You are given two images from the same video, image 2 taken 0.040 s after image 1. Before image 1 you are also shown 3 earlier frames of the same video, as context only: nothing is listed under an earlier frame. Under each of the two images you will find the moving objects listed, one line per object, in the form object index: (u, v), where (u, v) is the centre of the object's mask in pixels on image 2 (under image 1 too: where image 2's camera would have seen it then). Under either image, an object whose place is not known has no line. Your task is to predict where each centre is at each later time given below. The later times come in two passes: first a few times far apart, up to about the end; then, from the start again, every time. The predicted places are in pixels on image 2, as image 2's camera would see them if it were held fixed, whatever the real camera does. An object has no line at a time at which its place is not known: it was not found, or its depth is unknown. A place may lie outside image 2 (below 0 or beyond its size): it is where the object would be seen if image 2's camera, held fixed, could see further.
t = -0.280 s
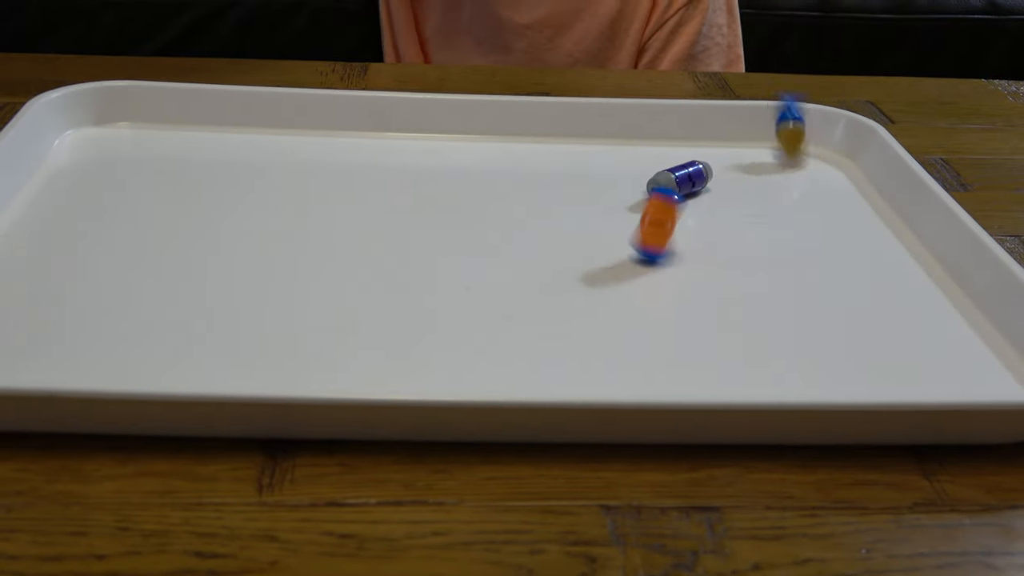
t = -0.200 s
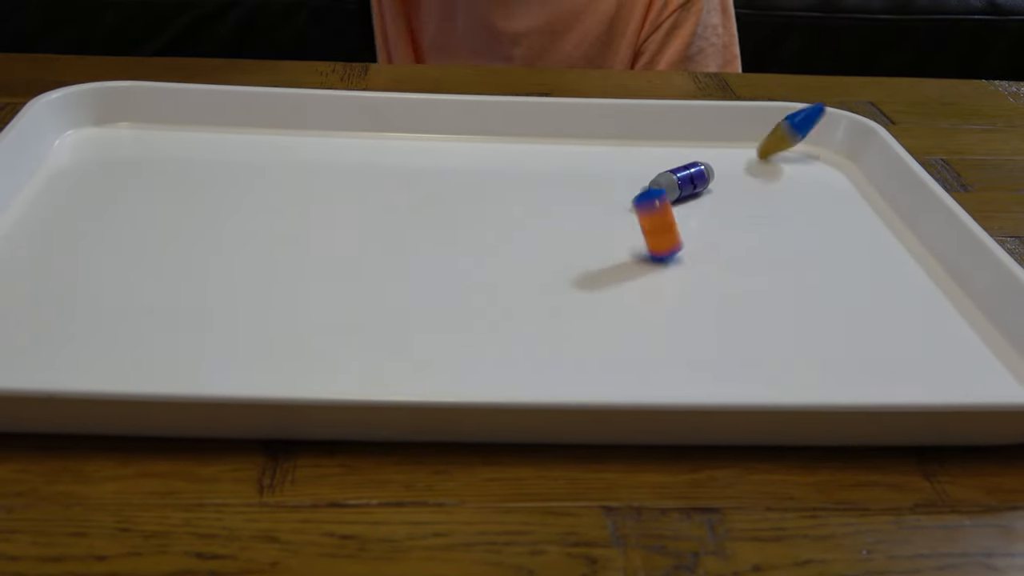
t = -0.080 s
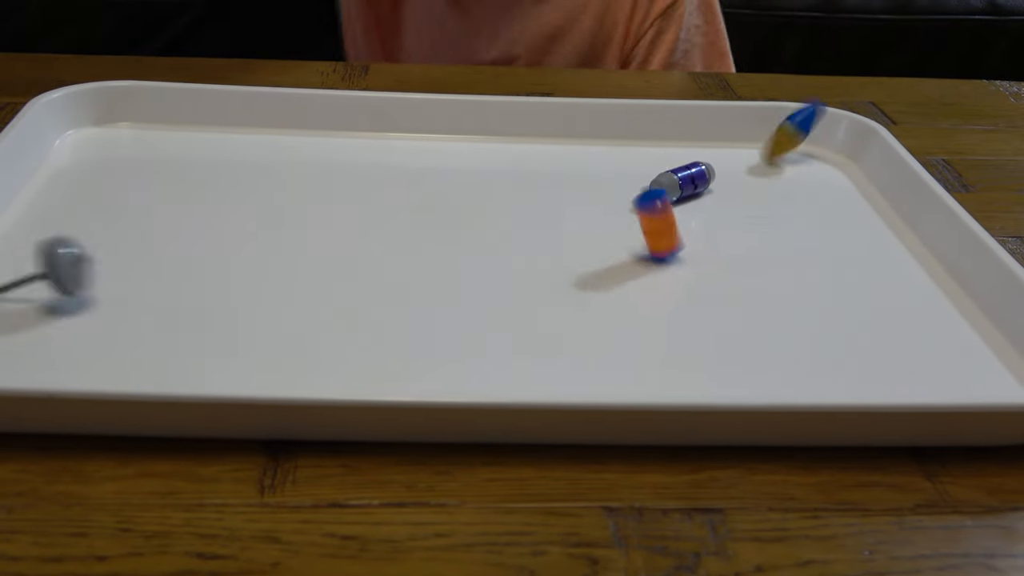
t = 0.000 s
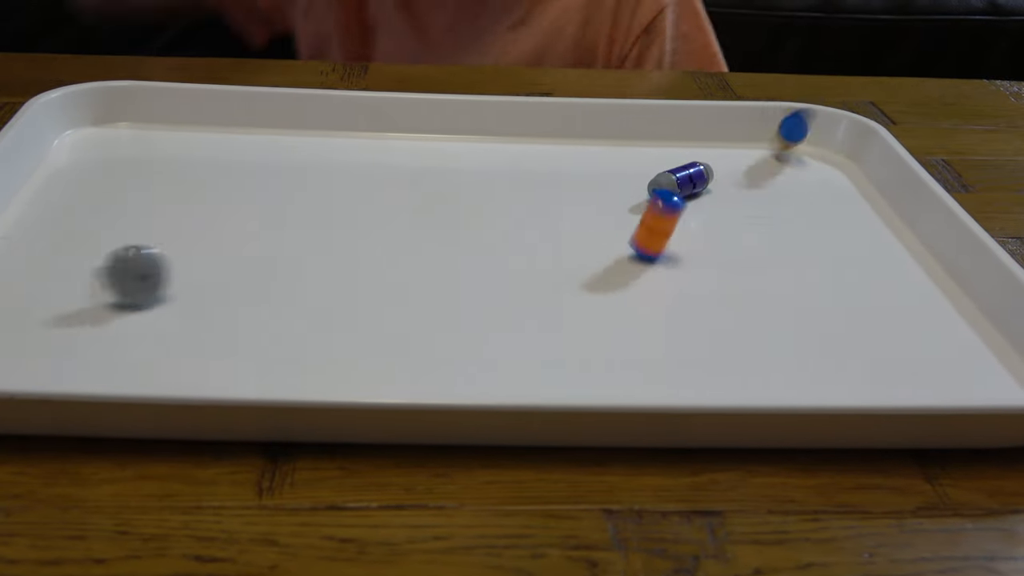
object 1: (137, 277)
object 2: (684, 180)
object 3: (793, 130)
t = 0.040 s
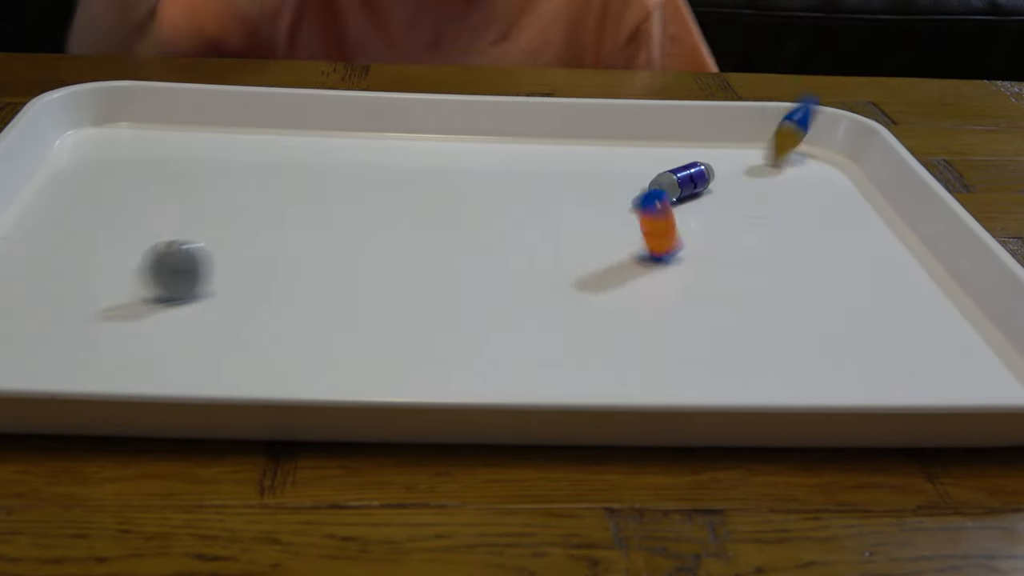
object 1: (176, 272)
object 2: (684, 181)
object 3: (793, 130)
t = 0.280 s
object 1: (578, 201)
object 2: (681, 179)
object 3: (793, 130)
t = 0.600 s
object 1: (720, 191)
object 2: (793, 164)
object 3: (803, 127)
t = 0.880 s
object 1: (809, 177)
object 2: (788, 158)
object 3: (724, 144)
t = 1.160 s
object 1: (808, 178)
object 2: (786, 158)
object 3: (614, 149)
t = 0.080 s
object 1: (227, 265)
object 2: (685, 180)
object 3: (791, 129)
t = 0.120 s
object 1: (286, 256)
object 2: (683, 179)
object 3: (792, 131)
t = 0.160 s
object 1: (354, 244)
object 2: (683, 180)
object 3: (792, 131)
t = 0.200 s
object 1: (428, 230)
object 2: (683, 180)
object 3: (791, 131)
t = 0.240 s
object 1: (501, 216)
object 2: (682, 179)
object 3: (793, 132)
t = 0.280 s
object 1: (578, 201)
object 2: (681, 179)
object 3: (793, 130)
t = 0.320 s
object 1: (631, 180)
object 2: (688, 178)
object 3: (792, 132)
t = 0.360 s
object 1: (636, 172)
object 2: (711, 174)
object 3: (794, 133)
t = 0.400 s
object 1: (635, 182)
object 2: (731, 170)
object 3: (793, 131)
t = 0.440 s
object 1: (639, 182)
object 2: (746, 167)
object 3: (792, 132)
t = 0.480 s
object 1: (649, 182)
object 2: (760, 167)
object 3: (796, 132)
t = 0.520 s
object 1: (673, 184)
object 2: (774, 166)
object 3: (794, 132)
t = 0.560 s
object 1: (696, 190)
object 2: (786, 164)
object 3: (791, 129)
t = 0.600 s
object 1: (720, 191)
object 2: (793, 164)
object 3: (803, 127)
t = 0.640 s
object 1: (741, 189)
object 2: (795, 164)
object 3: (801, 124)
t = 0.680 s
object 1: (761, 185)
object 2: (802, 162)
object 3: (805, 128)
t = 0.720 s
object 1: (776, 182)
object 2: (805, 159)
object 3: (808, 127)
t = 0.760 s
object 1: (786, 178)
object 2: (798, 149)
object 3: (806, 129)
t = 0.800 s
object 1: (799, 177)
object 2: (787, 154)
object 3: (781, 129)
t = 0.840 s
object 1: (806, 178)
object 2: (787, 157)
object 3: (754, 145)
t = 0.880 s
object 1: (809, 177)
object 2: (788, 158)
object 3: (724, 144)
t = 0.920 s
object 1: (810, 177)
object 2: (788, 158)
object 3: (697, 139)
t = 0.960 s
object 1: (810, 177)
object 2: (788, 158)
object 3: (672, 136)
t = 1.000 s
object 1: (810, 177)
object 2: (787, 158)
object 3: (651, 140)
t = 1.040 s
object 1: (810, 177)
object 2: (787, 158)
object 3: (637, 145)
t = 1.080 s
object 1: (809, 177)
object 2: (786, 158)
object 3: (621, 150)
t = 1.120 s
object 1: (809, 177)
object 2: (786, 158)
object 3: (616, 154)
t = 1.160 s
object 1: (808, 178)
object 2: (786, 158)
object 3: (614, 149)
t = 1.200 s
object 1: (808, 178)
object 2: (787, 161)
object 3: (613, 148)
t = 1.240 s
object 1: (808, 178)
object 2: (786, 158)
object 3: (617, 151)
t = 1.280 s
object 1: (807, 179)
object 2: (787, 159)
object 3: (617, 153)
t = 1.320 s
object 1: (807, 179)
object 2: (786, 158)
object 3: (616, 157)
